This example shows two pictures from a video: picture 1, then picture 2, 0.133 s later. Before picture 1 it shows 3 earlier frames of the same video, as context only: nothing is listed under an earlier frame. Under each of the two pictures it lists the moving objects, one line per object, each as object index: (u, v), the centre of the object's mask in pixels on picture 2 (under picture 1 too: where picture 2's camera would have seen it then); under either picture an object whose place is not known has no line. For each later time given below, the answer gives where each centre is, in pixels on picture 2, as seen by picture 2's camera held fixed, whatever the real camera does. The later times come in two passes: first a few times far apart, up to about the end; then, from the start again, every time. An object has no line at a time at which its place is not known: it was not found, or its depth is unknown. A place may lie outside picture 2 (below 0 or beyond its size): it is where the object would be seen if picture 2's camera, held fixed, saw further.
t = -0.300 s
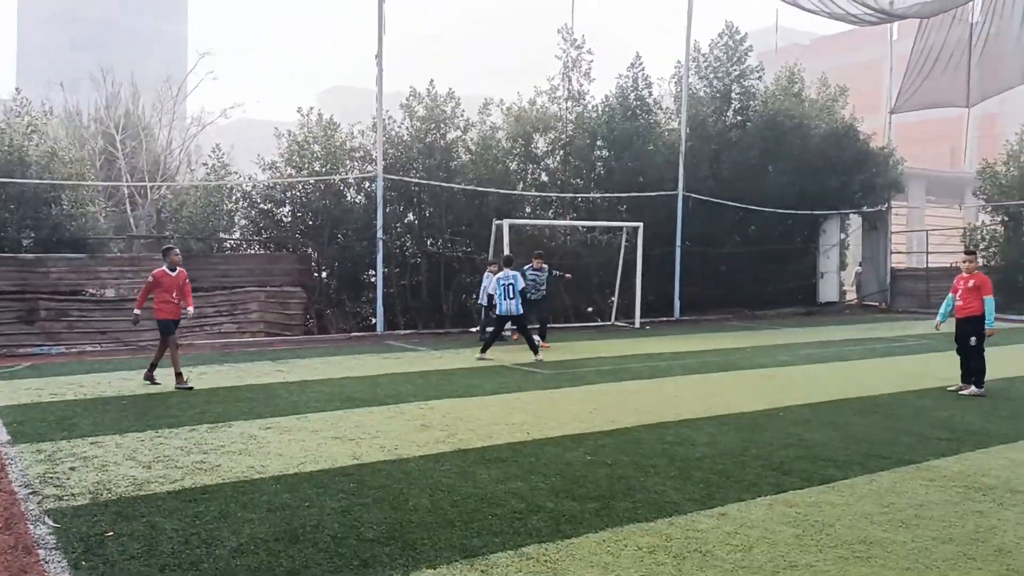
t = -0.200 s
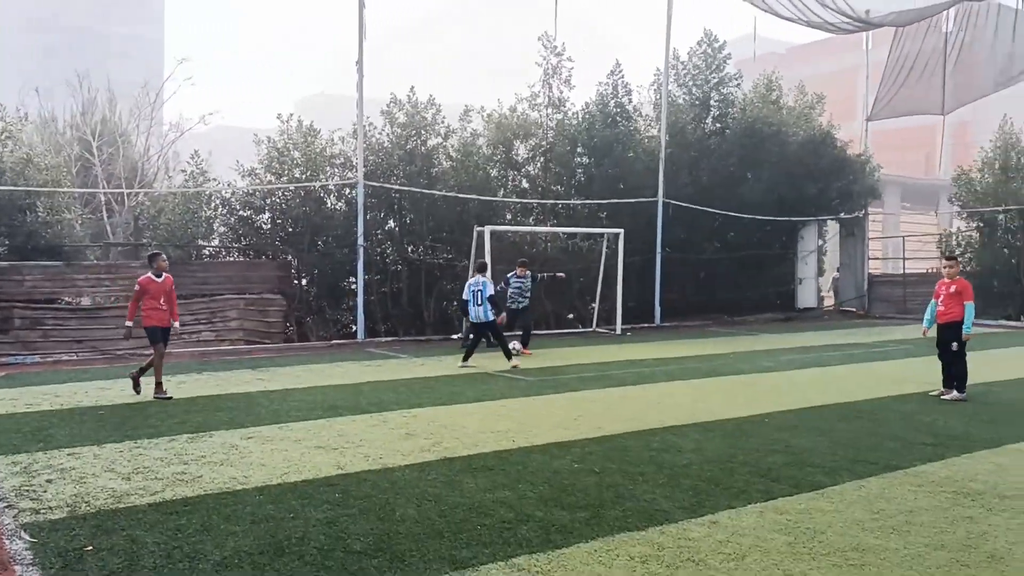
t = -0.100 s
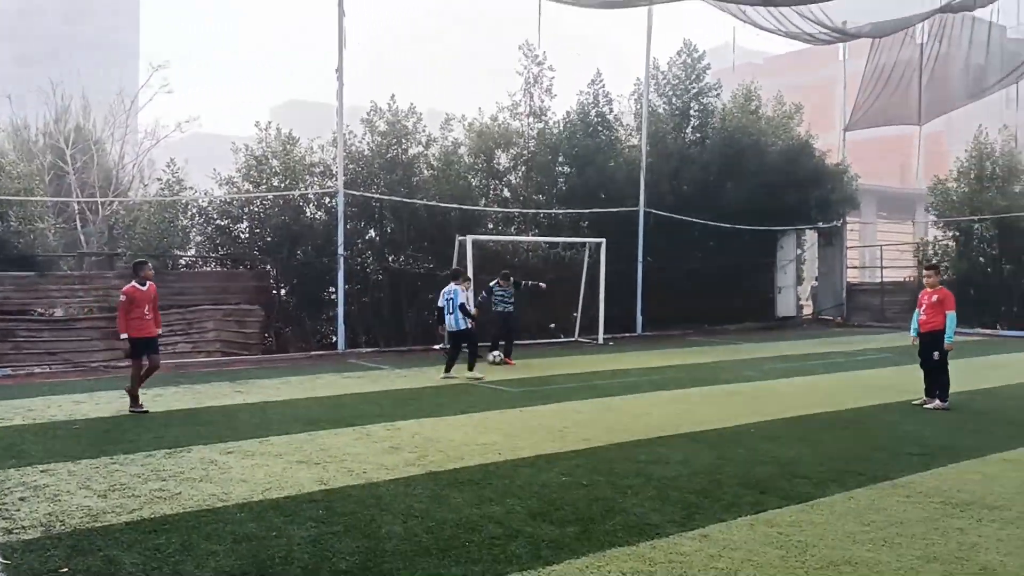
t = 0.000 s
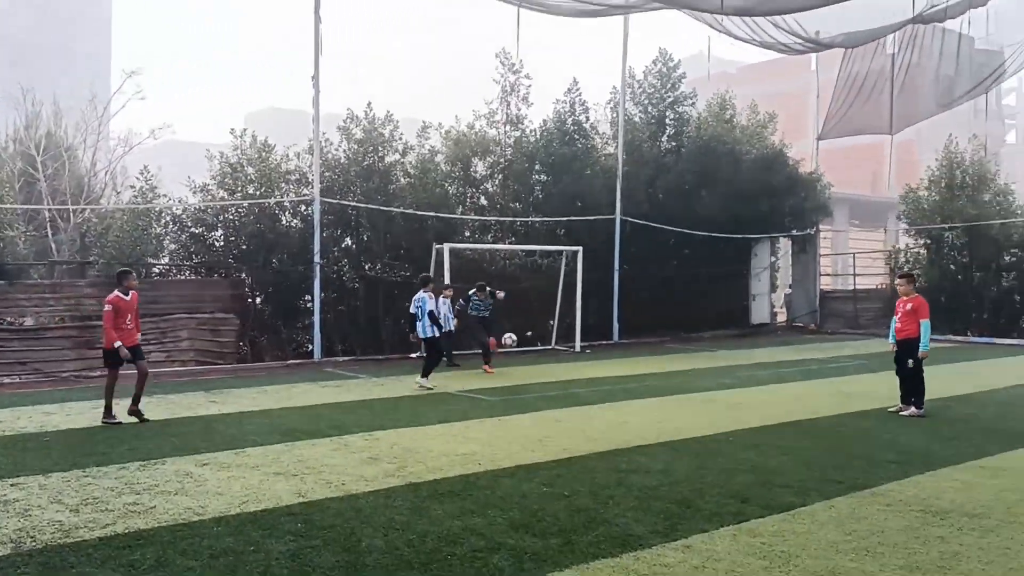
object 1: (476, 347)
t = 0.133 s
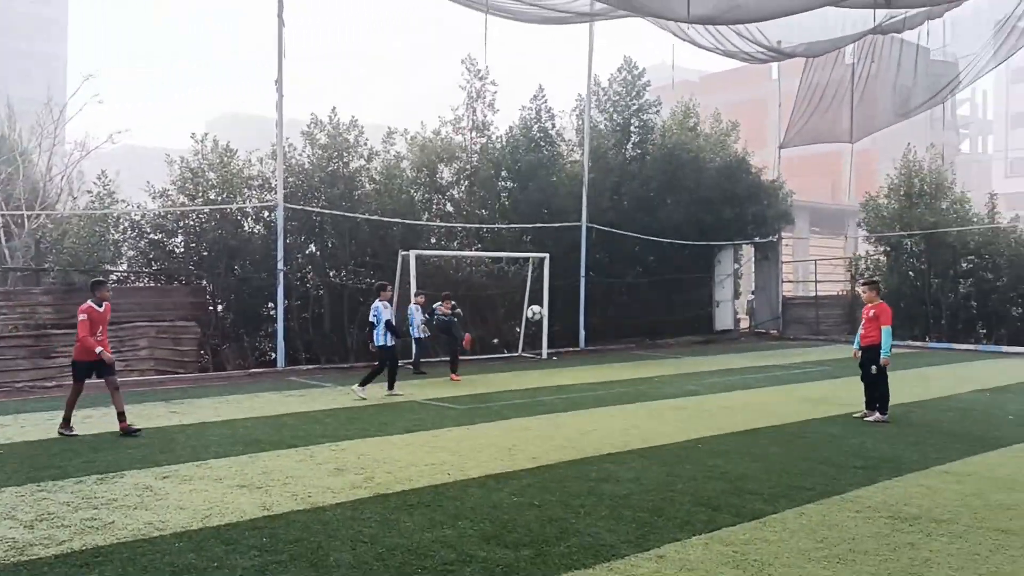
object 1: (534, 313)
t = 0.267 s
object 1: (603, 284)
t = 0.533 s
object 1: (779, 251)
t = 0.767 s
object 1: (991, 269)
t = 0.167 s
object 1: (552, 306)
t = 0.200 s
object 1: (568, 298)
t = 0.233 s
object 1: (585, 291)
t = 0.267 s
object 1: (603, 284)
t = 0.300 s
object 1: (622, 278)
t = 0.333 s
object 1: (642, 272)
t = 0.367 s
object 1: (663, 267)
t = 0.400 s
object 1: (684, 262)
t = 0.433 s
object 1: (706, 258)
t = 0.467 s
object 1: (730, 255)
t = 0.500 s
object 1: (754, 252)
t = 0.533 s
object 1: (779, 251)
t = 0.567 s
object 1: (806, 251)
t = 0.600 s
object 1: (834, 251)
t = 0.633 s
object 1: (862, 252)
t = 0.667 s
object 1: (891, 254)
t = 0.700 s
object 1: (923, 258)
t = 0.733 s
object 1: (957, 263)
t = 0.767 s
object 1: (991, 269)
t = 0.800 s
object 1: (1027, 276)
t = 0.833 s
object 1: (1068, 286)
